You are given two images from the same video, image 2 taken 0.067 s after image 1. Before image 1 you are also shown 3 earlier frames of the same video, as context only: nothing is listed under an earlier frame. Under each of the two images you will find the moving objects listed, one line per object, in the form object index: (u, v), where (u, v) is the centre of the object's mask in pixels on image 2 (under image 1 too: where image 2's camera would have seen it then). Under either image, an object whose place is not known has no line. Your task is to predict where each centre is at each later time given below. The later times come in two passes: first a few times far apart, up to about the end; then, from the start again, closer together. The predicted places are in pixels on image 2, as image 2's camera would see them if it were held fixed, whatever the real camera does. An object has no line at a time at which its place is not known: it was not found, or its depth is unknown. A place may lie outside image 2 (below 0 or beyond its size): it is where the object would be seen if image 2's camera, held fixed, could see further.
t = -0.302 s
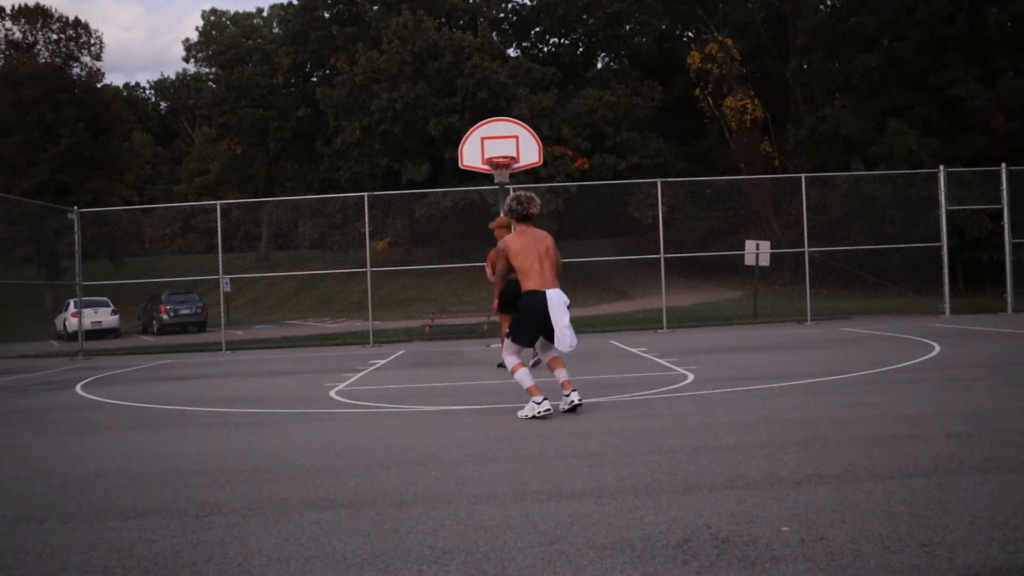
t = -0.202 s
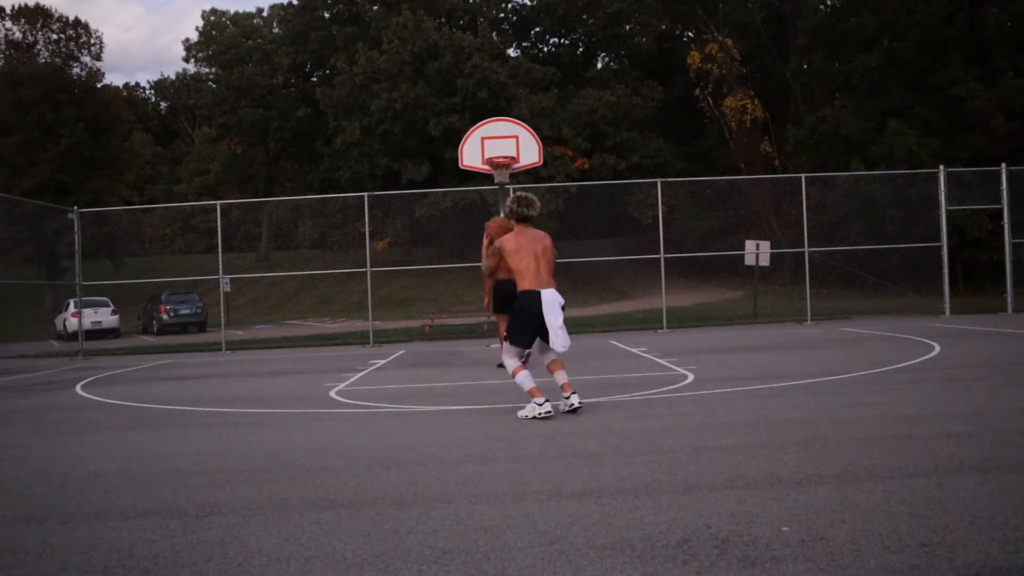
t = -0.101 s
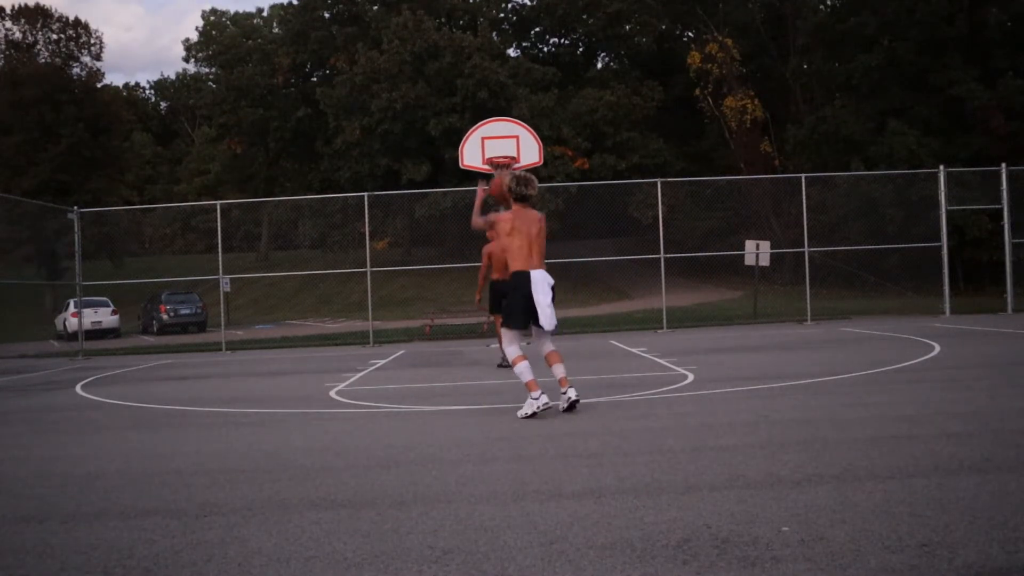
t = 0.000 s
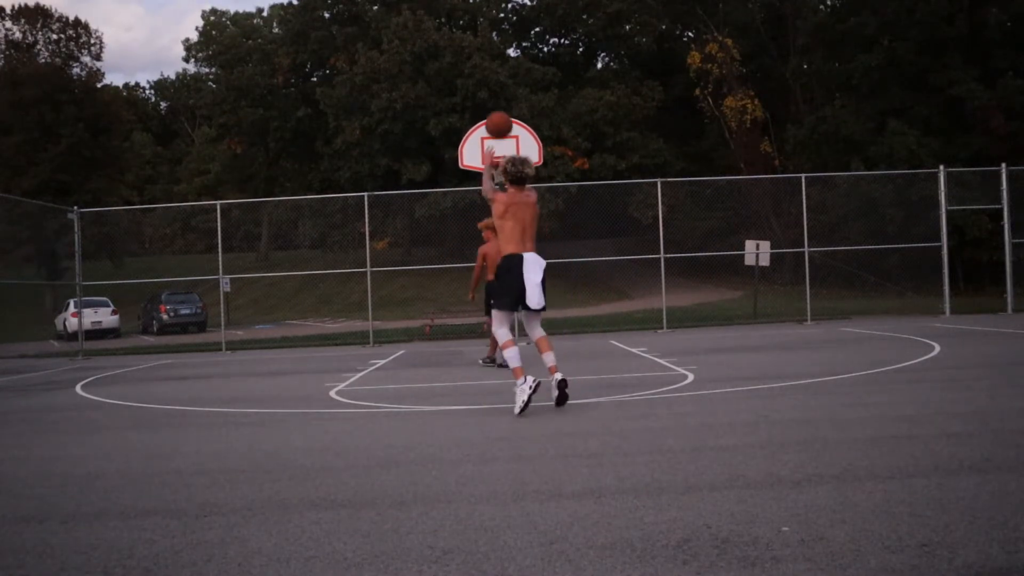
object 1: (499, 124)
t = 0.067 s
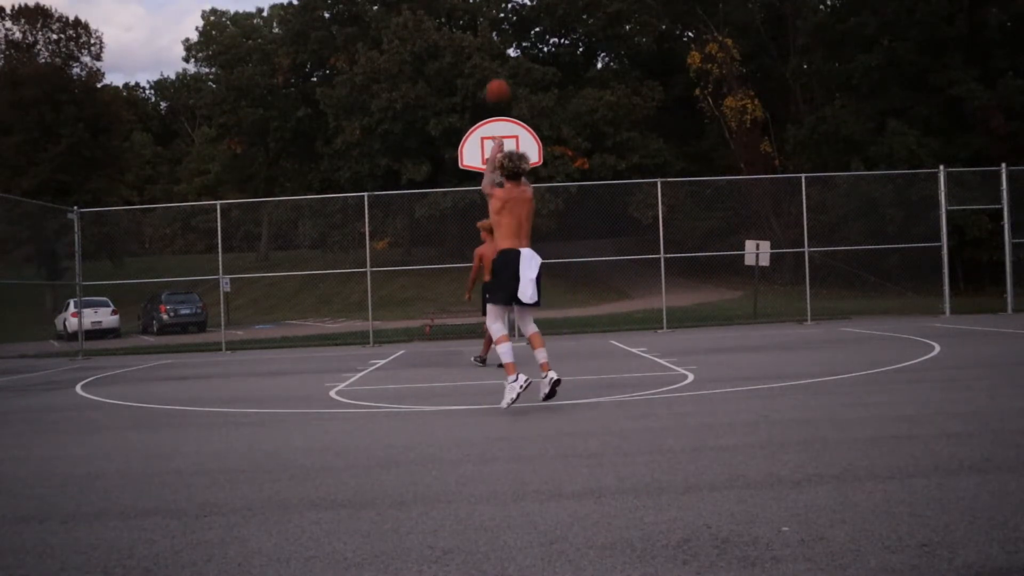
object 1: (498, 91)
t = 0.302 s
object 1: (493, 34)
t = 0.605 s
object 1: (493, 43)
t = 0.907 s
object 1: (494, 107)
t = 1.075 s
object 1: (496, 148)
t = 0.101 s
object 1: (496, 78)
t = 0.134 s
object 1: (496, 67)
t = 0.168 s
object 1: (495, 57)
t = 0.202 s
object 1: (495, 51)
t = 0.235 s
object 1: (494, 44)
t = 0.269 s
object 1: (493, 38)
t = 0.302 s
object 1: (493, 34)
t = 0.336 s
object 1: (493, 32)
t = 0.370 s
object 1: (493, 30)
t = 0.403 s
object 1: (492, 30)
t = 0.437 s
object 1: (492, 30)
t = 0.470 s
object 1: (493, 30)
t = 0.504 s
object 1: (492, 32)
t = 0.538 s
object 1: (492, 36)
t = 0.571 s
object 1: (492, 39)
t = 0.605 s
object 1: (493, 43)
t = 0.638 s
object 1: (493, 47)
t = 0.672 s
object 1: (493, 52)
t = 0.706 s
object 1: (493, 59)
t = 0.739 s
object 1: (493, 66)
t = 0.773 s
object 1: (494, 74)
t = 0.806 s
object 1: (494, 80)
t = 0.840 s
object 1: (494, 89)
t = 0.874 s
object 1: (494, 97)
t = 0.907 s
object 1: (494, 107)
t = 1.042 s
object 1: (495, 149)
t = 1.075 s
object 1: (496, 148)
